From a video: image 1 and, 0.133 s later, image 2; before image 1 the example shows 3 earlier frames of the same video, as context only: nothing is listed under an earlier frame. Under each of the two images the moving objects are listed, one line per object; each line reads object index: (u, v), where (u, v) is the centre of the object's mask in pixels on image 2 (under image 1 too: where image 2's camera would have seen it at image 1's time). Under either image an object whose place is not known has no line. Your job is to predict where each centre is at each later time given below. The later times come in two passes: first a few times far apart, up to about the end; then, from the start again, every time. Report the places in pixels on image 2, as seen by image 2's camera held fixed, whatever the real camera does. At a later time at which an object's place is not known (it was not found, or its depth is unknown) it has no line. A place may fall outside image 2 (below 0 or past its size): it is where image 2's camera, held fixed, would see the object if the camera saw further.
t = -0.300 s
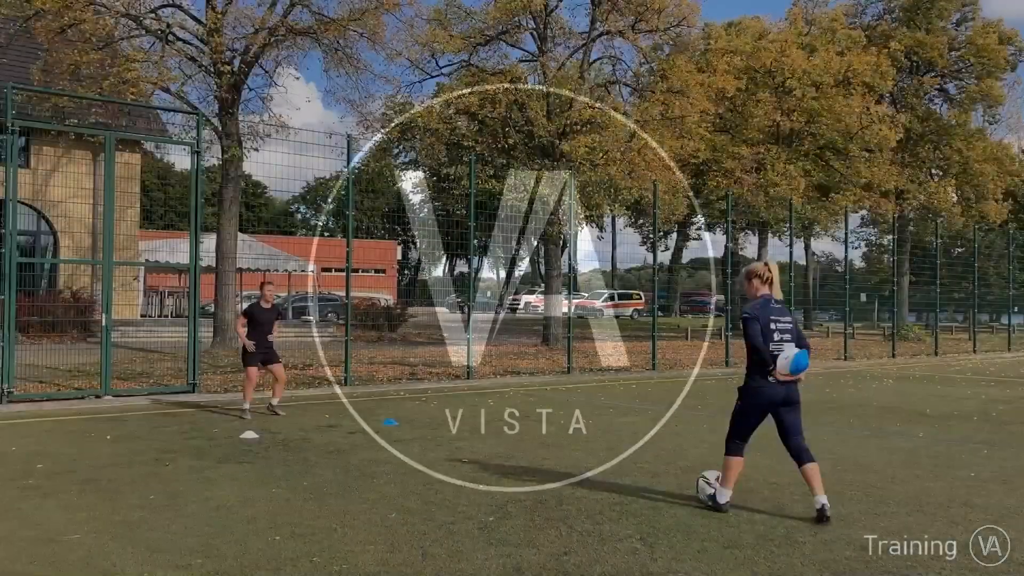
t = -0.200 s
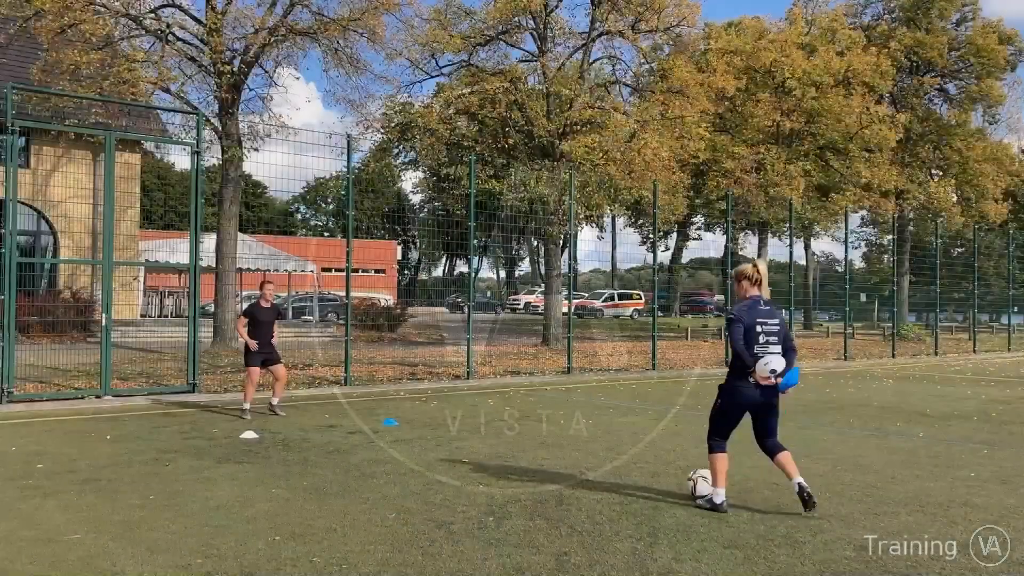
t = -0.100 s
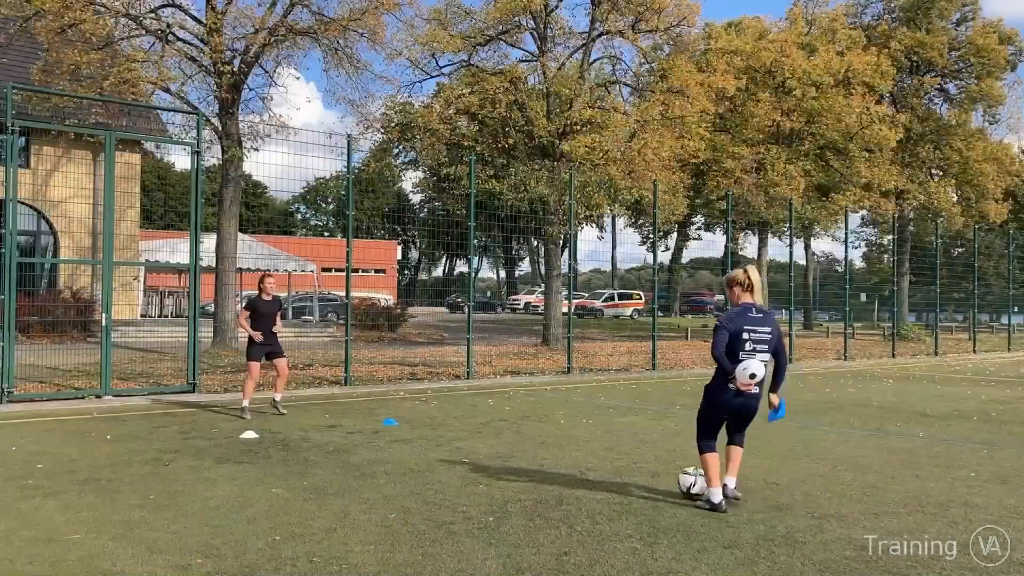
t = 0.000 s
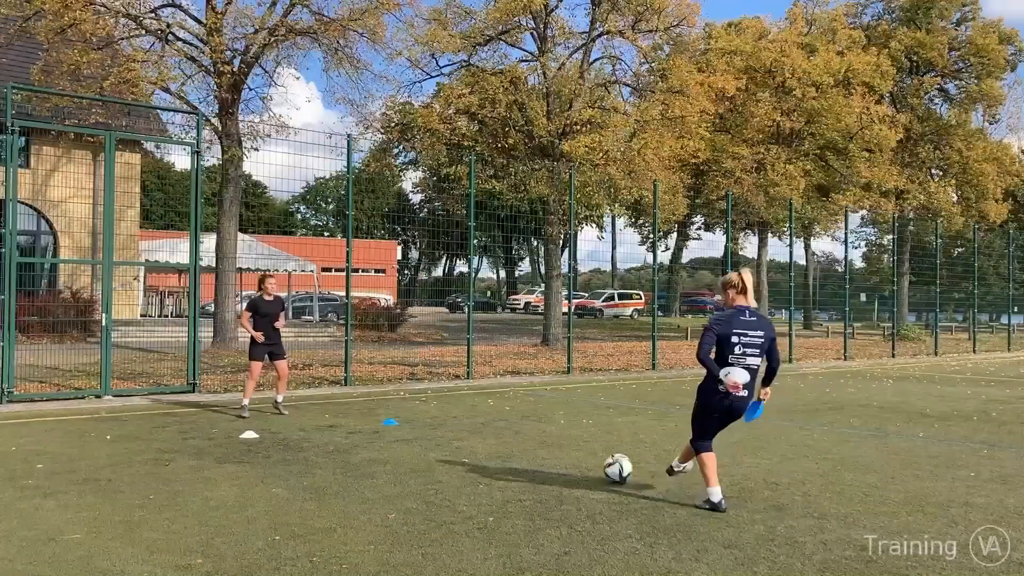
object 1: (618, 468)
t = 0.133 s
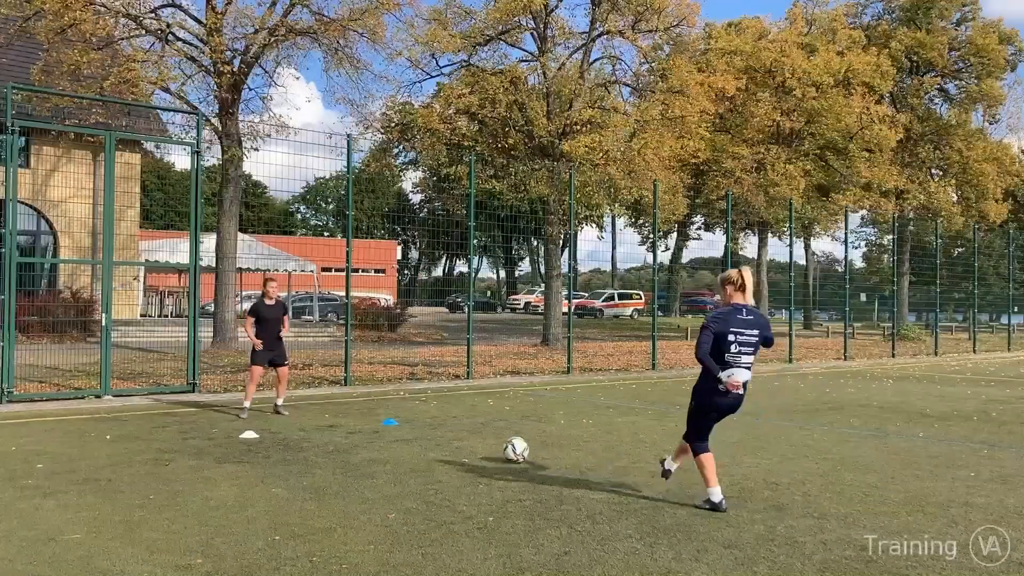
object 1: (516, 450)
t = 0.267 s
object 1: (442, 436)
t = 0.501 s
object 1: (351, 420)
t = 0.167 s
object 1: (496, 446)
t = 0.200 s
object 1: (476, 443)
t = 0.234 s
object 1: (458, 439)
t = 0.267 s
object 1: (442, 436)
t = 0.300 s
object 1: (426, 434)
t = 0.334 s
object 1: (411, 431)
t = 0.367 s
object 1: (397, 429)
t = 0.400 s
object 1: (384, 427)
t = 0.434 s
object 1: (373, 424)
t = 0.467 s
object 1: (361, 422)
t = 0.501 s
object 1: (351, 420)
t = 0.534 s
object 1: (341, 419)
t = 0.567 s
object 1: (332, 415)
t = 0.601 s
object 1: (324, 414)
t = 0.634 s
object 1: (315, 413)
